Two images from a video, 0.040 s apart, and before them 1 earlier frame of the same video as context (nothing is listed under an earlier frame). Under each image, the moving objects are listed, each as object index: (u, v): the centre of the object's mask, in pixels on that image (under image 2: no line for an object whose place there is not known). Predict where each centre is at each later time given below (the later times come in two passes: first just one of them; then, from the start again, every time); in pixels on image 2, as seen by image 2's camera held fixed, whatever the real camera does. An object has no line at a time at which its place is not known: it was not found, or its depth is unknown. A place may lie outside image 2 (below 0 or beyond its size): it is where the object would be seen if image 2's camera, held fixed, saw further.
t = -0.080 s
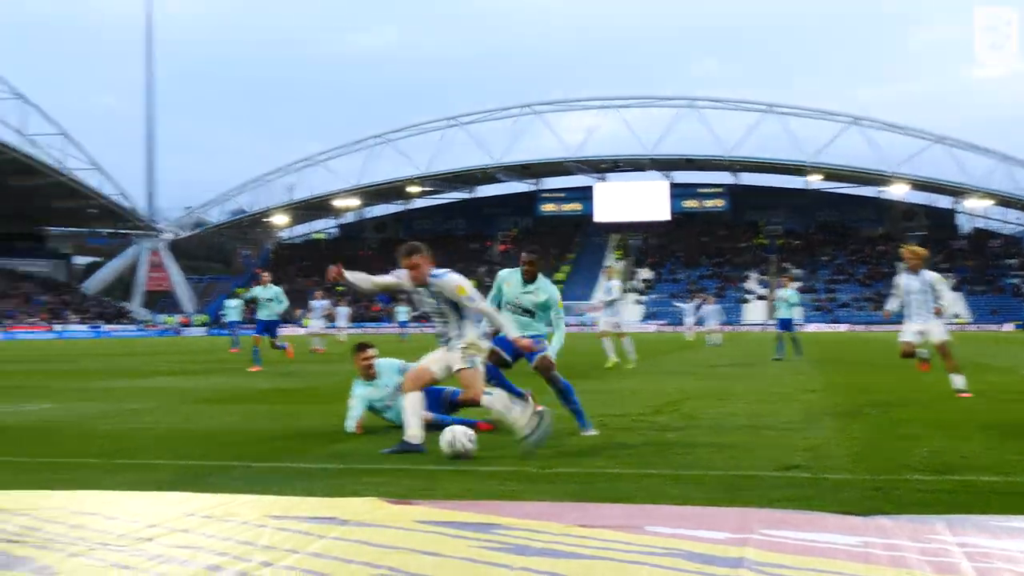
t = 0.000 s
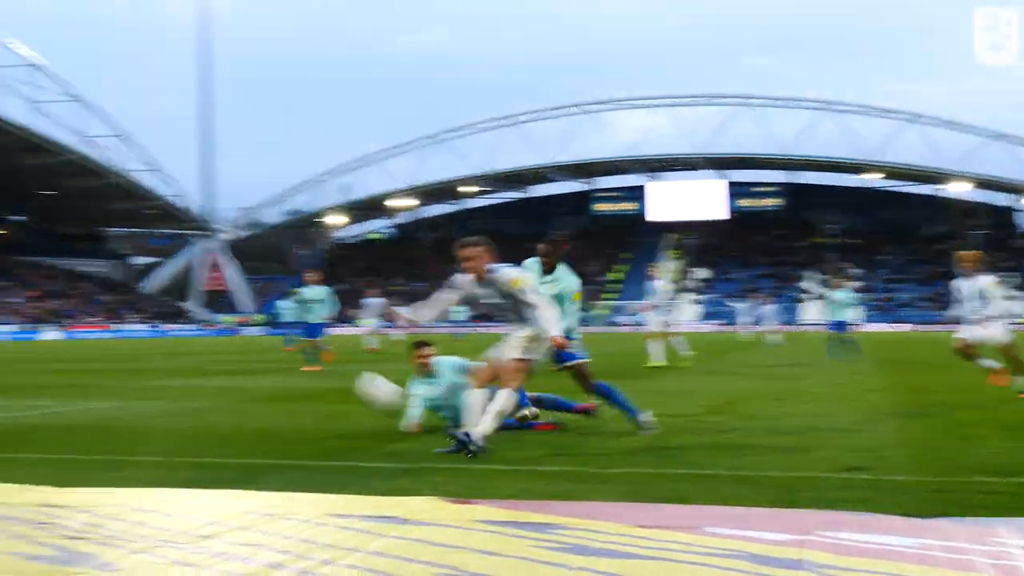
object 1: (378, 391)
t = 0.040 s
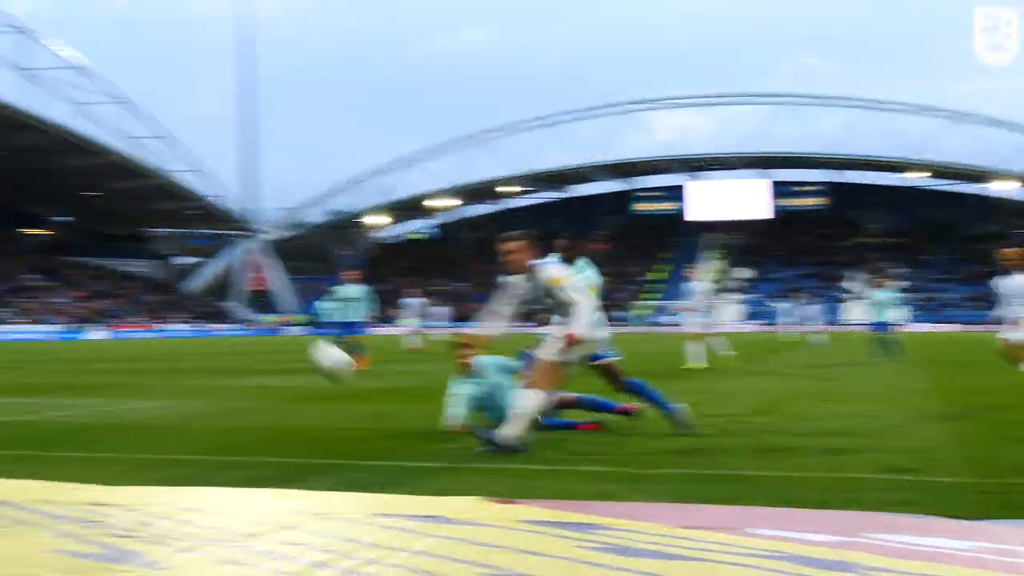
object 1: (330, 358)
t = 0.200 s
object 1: (22, 260)
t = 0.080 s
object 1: (246, 328)
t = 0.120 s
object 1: (165, 303)
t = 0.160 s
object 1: (93, 280)
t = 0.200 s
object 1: (22, 260)
